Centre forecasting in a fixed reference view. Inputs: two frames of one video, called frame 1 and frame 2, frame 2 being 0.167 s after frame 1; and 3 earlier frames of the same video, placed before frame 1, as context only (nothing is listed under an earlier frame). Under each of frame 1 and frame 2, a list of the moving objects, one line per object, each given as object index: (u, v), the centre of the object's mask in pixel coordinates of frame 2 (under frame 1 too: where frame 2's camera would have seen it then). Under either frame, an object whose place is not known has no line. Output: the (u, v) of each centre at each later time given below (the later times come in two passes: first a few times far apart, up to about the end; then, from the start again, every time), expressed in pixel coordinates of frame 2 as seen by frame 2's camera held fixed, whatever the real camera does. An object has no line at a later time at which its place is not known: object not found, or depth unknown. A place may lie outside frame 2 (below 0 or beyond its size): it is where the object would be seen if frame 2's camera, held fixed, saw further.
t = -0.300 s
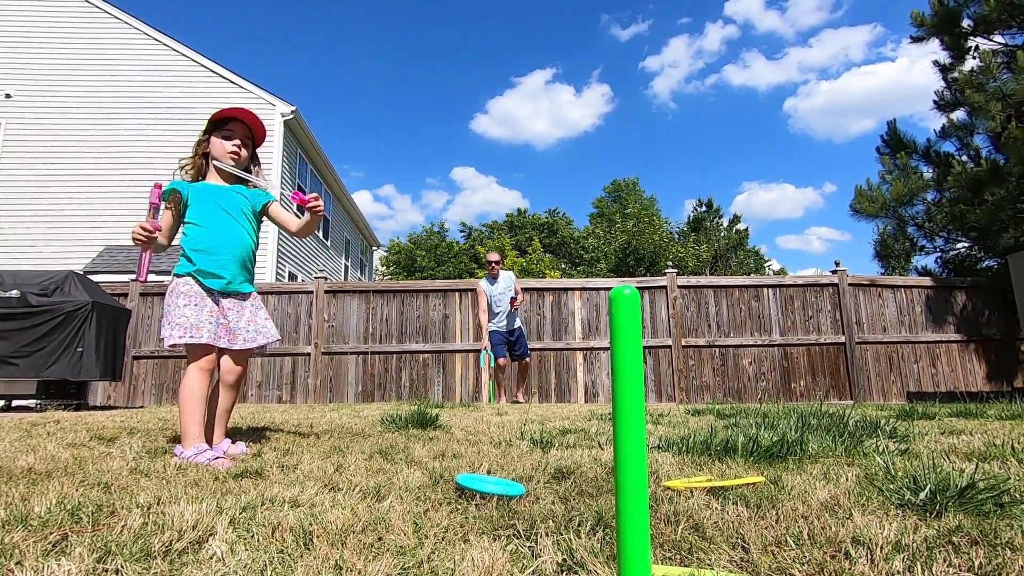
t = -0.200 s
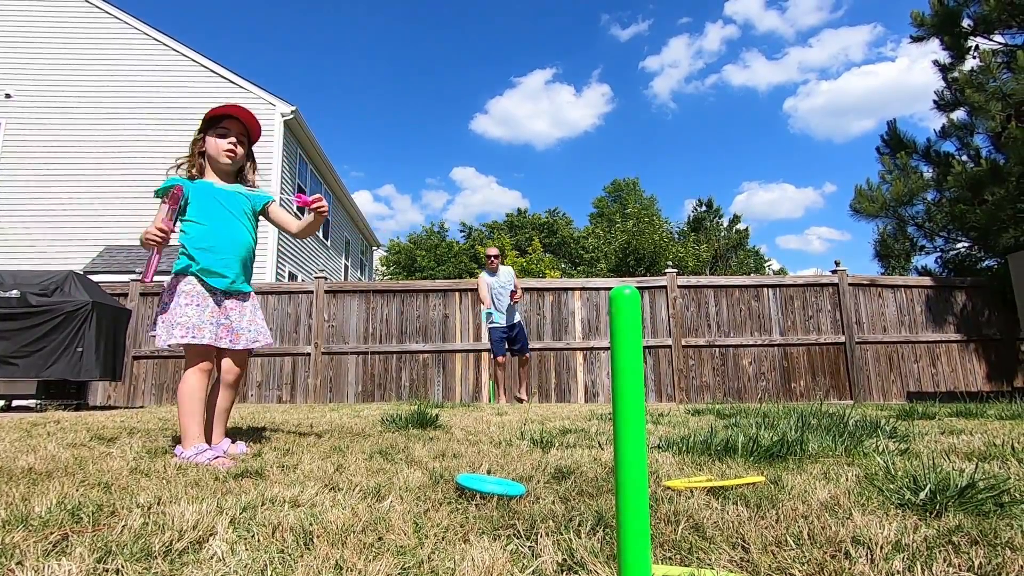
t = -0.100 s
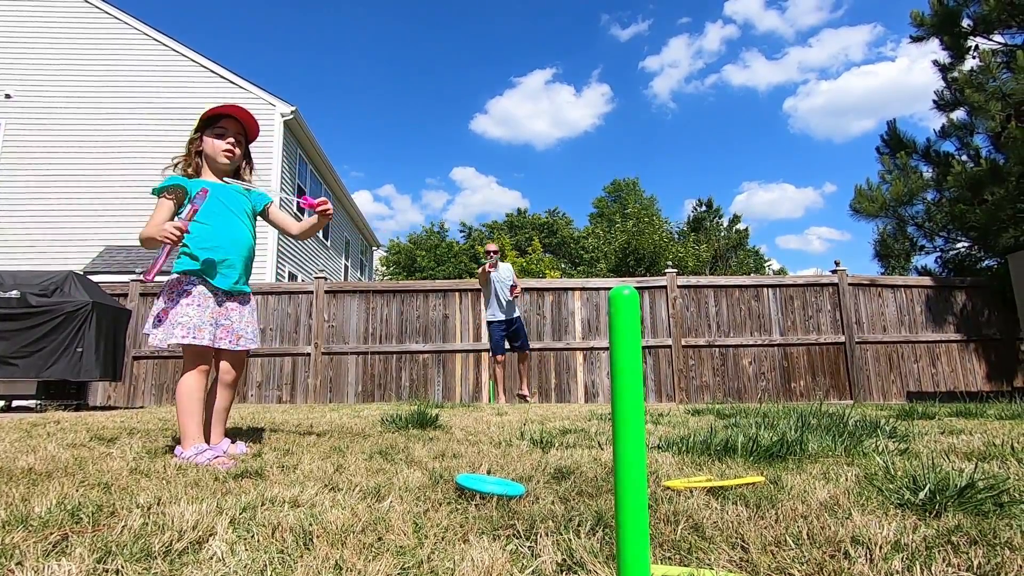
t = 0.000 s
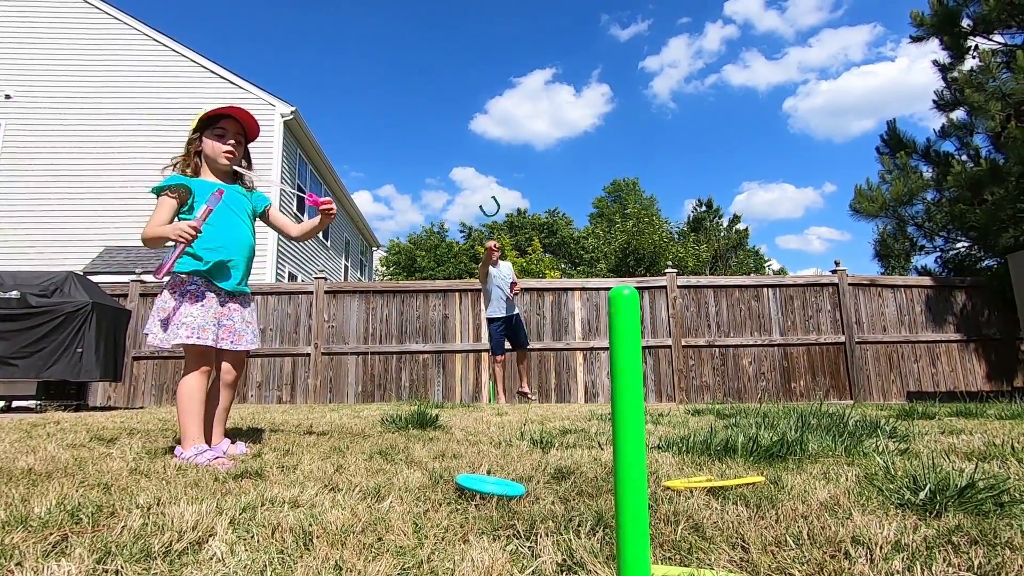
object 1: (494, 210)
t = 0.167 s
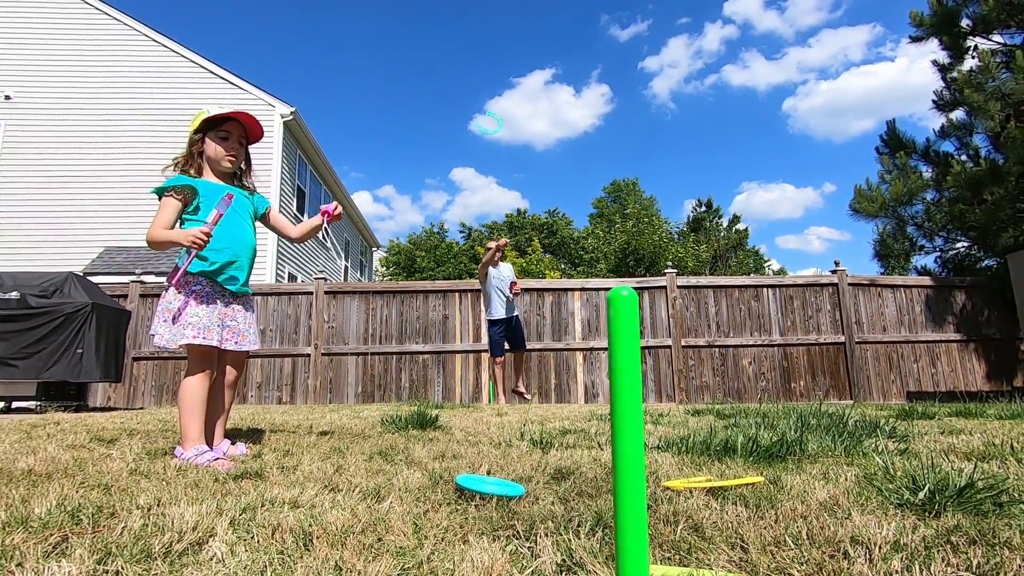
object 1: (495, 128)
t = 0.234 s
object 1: (491, 95)
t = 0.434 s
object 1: (489, 24)
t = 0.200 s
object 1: (491, 112)
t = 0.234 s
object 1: (491, 95)
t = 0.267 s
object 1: (491, 81)
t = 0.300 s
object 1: (491, 68)
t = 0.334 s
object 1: (492, 56)
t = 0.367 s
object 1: (490, 43)
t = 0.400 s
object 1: (490, 33)
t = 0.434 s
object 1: (489, 24)
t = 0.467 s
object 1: (488, 20)
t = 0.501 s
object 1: (487, 18)
